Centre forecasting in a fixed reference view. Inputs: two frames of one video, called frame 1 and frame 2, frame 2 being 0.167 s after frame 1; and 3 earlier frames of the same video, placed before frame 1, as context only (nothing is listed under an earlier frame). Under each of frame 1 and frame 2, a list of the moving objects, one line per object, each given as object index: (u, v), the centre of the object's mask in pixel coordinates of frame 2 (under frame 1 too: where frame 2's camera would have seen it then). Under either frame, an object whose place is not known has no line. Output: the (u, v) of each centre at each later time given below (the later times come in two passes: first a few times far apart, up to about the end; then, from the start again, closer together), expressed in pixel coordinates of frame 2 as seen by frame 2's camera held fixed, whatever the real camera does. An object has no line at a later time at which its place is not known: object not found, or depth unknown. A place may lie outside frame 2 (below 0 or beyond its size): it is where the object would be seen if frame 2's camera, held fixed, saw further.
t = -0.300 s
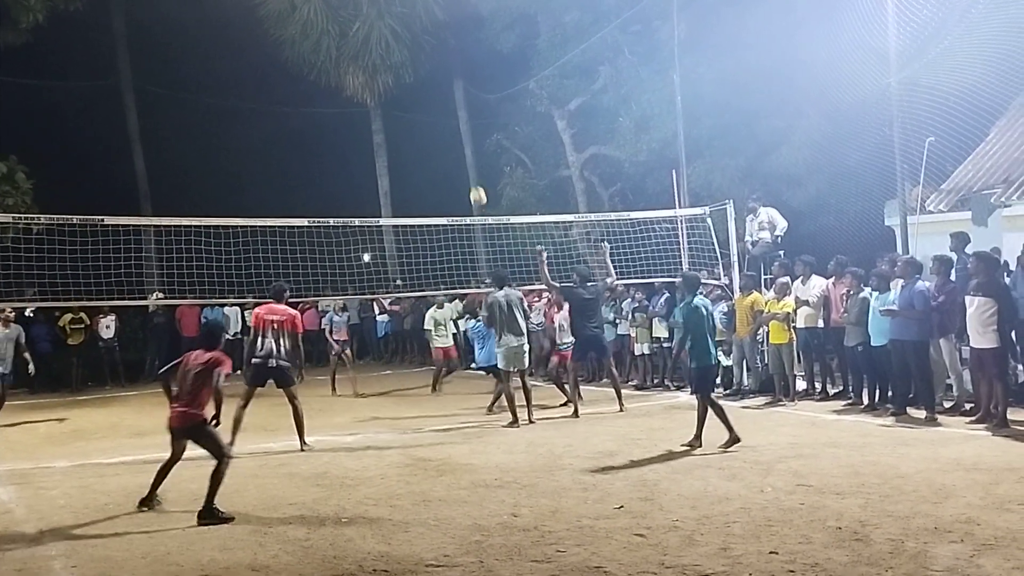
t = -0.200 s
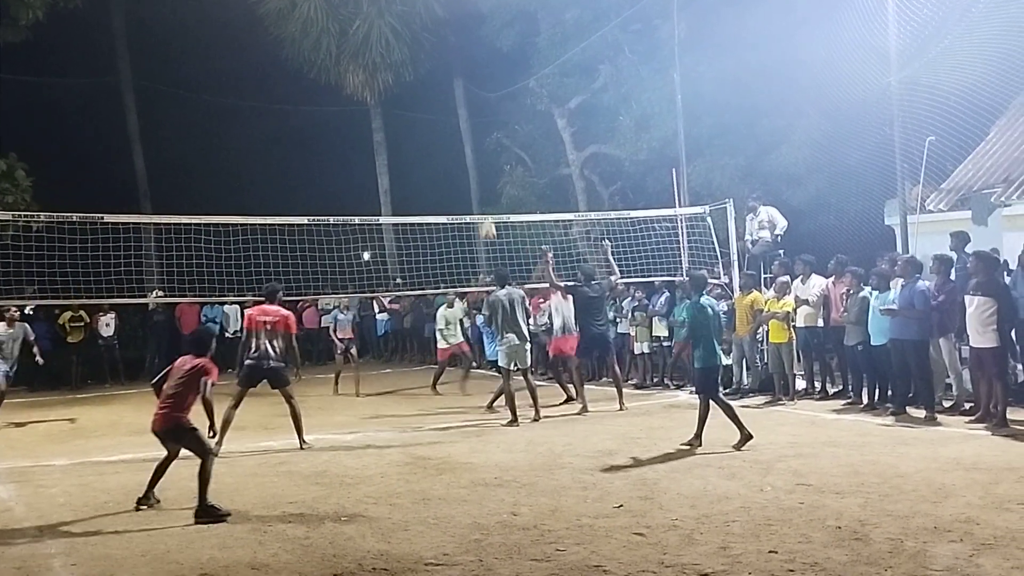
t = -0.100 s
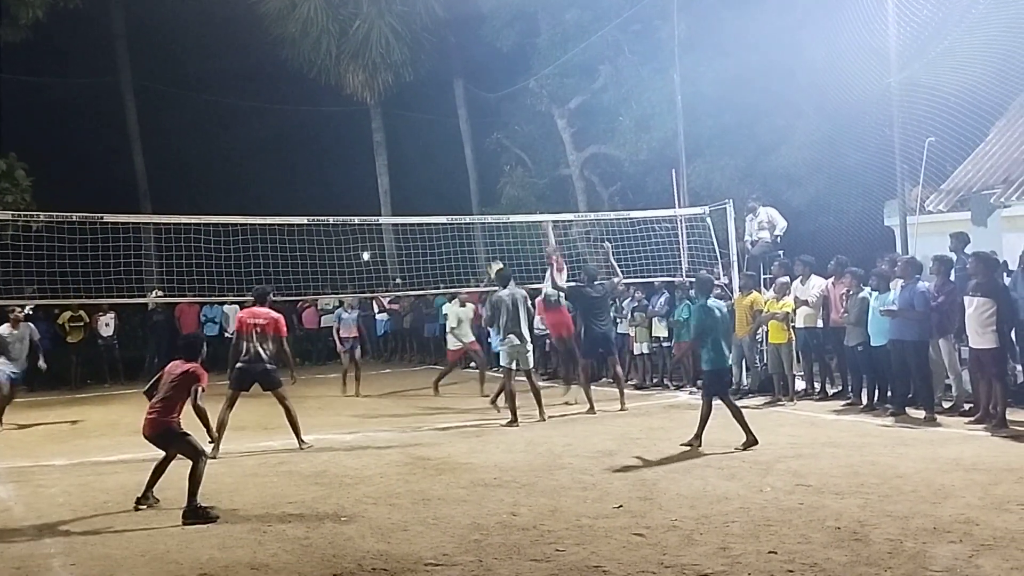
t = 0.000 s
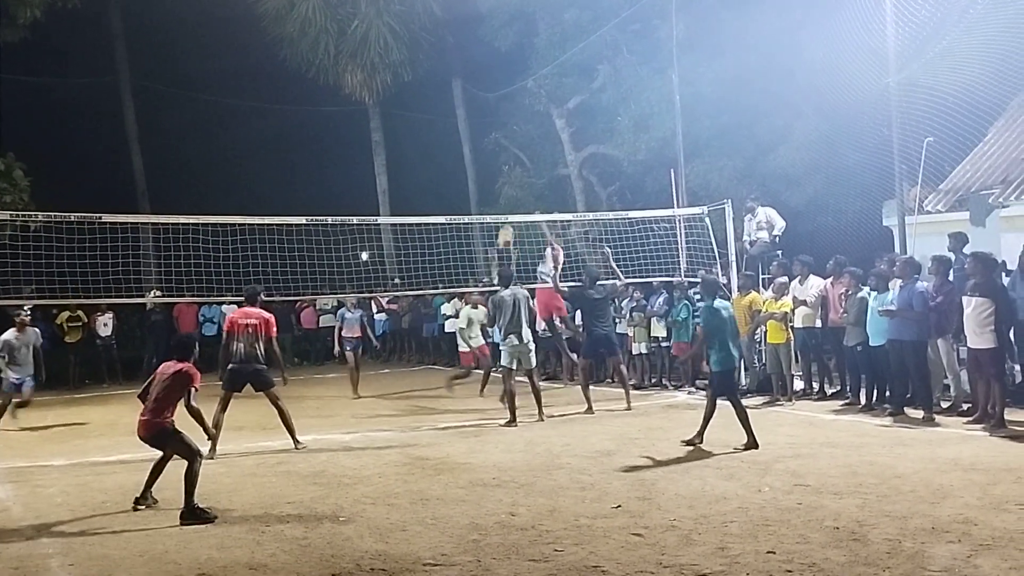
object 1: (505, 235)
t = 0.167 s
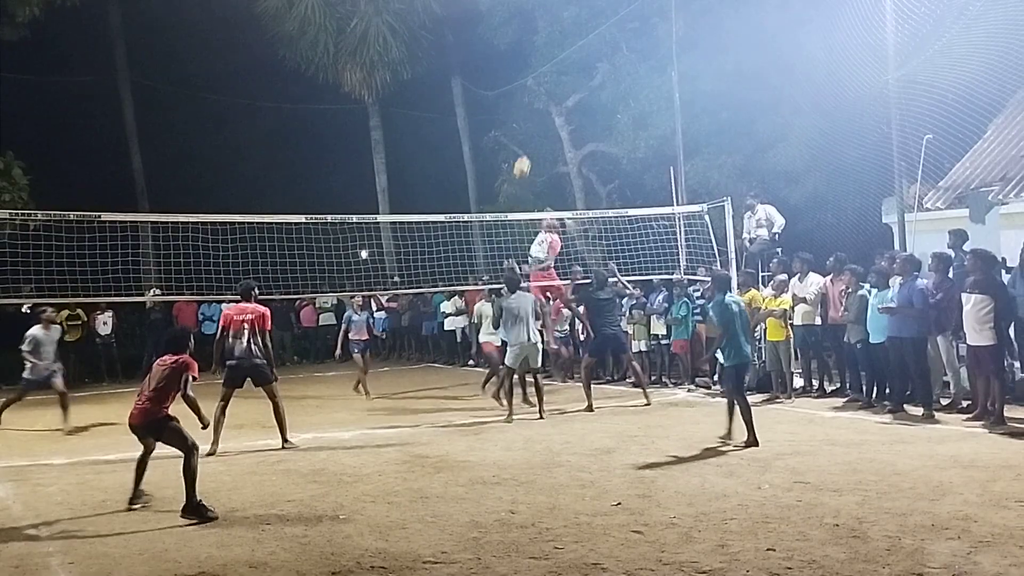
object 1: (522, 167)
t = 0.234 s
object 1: (529, 145)
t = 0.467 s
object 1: (555, 95)
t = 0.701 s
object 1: (581, 86)
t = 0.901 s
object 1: (605, 109)
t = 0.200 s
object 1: (526, 155)
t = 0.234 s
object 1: (529, 145)
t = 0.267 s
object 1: (532, 135)
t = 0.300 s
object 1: (536, 126)
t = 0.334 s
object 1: (540, 118)
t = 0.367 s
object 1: (543, 112)
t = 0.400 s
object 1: (547, 105)
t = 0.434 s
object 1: (551, 99)
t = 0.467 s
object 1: (555, 95)
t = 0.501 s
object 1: (558, 92)
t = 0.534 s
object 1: (562, 88)
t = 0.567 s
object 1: (566, 86)
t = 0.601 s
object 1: (569, 85)
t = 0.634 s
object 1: (574, 85)
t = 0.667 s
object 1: (577, 85)
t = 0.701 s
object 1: (581, 86)
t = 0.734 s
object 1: (585, 88)
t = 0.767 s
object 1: (589, 91)
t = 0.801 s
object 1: (593, 94)
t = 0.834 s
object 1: (597, 99)
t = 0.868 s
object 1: (601, 104)
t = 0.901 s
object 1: (605, 109)
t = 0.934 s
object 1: (609, 116)
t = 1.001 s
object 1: (617, 131)
